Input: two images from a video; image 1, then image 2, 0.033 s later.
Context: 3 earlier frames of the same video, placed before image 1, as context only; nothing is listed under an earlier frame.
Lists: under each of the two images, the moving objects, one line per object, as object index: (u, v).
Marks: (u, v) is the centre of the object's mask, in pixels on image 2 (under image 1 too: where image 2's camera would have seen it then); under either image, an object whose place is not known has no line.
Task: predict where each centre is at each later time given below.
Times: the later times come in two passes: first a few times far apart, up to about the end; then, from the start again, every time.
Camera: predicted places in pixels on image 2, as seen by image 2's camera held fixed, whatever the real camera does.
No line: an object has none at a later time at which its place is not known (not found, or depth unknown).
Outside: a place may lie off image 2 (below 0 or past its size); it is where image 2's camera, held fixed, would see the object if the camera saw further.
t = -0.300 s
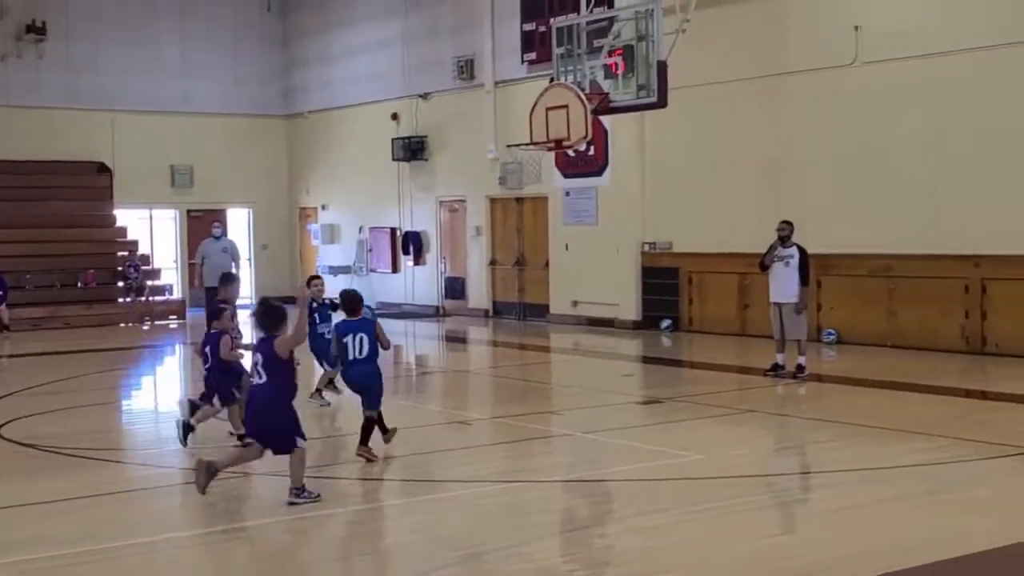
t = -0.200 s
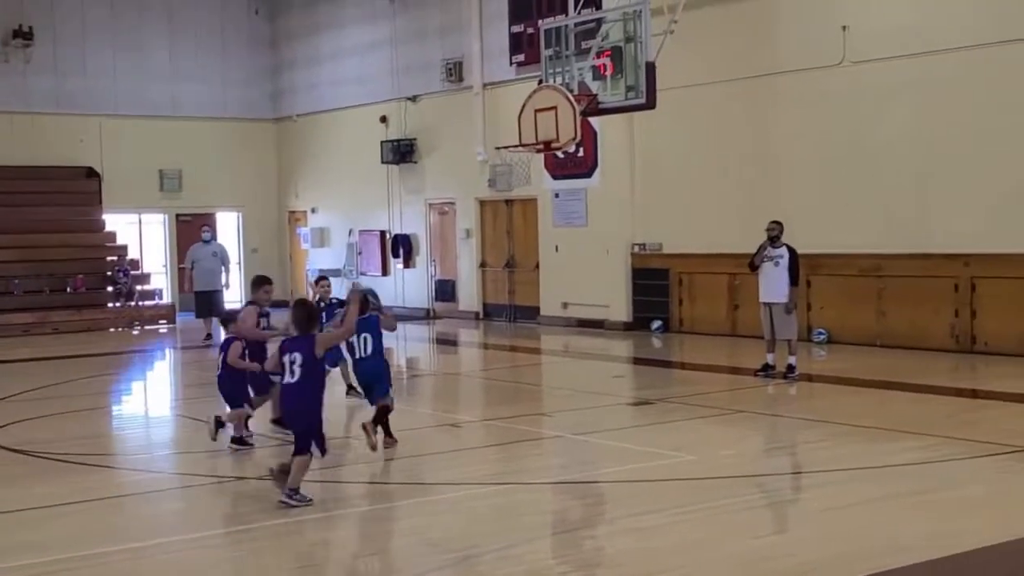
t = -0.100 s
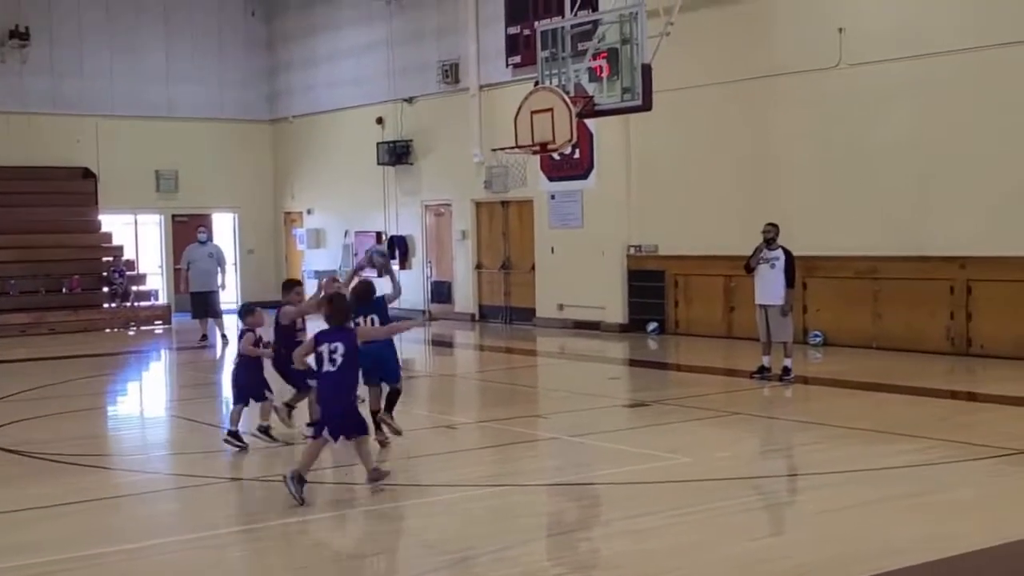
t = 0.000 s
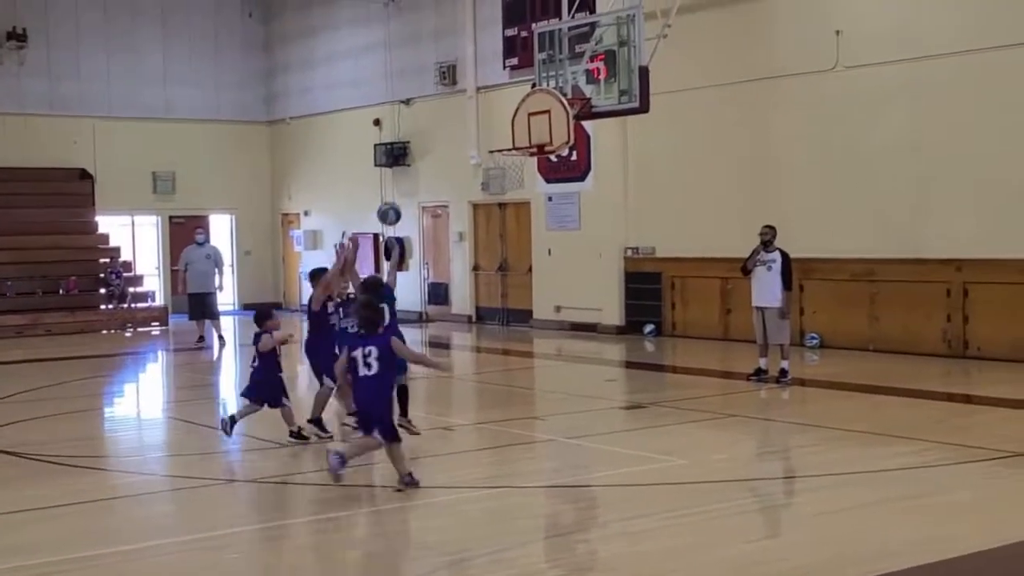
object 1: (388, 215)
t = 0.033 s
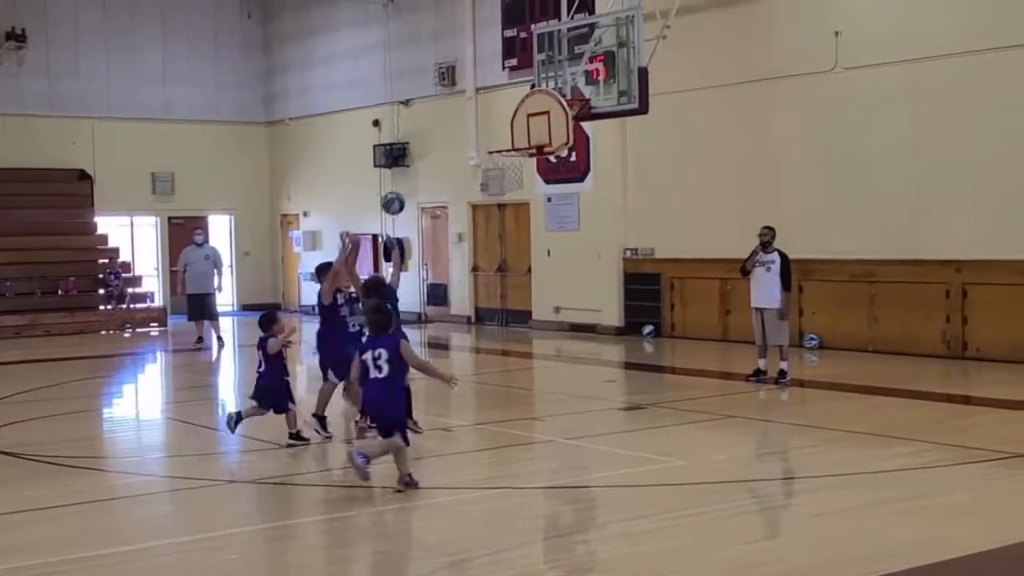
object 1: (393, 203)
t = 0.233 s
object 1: (418, 167)
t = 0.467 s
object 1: (446, 180)
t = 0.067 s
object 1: (398, 194)
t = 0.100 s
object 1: (403, 186)
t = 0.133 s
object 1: (408, 179)
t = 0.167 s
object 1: (411, 173)
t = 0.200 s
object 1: (415, 170)
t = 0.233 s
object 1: (418, 167)
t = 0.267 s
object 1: (423, 166)
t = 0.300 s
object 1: (428, 166)
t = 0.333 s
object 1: (432, 166)
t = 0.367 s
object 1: (436, 168)
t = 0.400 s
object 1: (440, 171)
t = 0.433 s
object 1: (442, 175)
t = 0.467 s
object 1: (446, 180)
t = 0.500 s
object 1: (449, 185)
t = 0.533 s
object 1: (452, 192)
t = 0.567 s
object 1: (454, 200)
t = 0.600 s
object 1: (458, 209)
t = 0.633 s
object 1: (459, 218)
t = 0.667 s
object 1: (459, 229)
